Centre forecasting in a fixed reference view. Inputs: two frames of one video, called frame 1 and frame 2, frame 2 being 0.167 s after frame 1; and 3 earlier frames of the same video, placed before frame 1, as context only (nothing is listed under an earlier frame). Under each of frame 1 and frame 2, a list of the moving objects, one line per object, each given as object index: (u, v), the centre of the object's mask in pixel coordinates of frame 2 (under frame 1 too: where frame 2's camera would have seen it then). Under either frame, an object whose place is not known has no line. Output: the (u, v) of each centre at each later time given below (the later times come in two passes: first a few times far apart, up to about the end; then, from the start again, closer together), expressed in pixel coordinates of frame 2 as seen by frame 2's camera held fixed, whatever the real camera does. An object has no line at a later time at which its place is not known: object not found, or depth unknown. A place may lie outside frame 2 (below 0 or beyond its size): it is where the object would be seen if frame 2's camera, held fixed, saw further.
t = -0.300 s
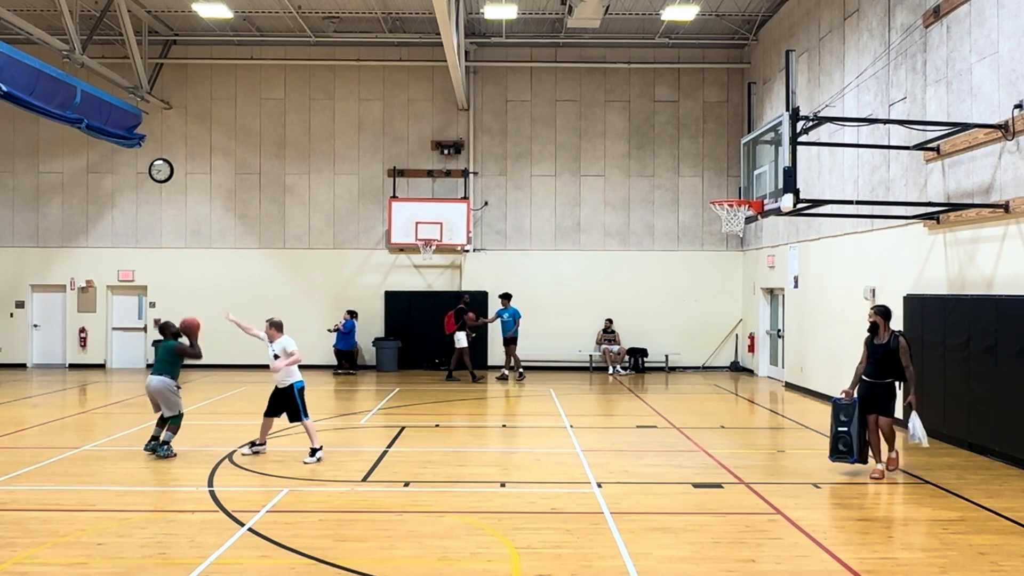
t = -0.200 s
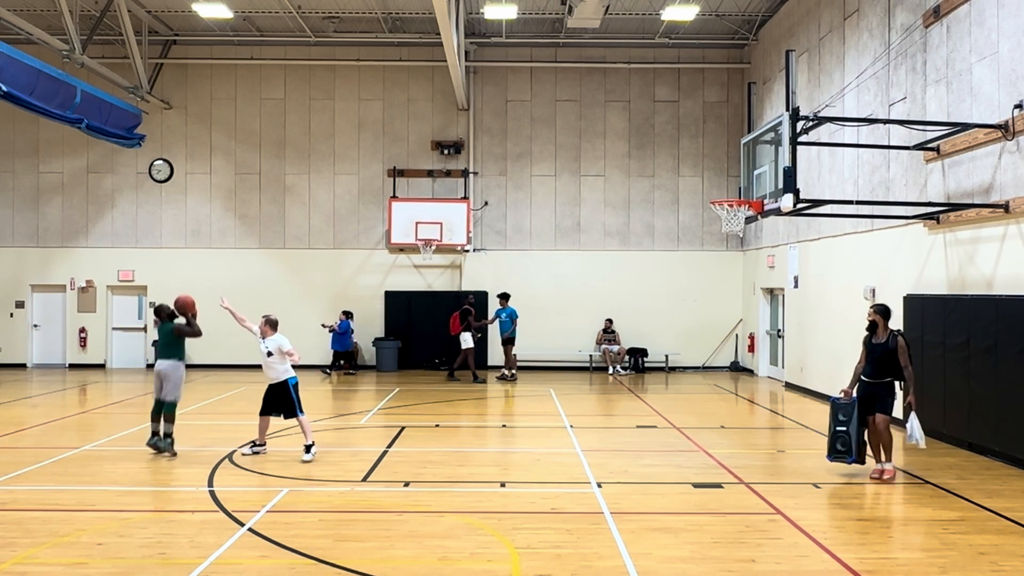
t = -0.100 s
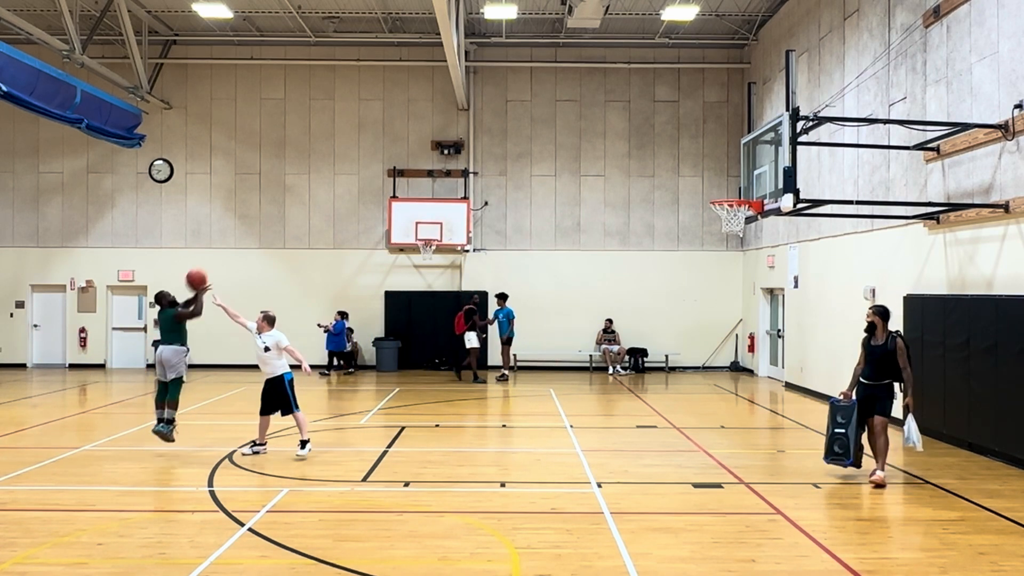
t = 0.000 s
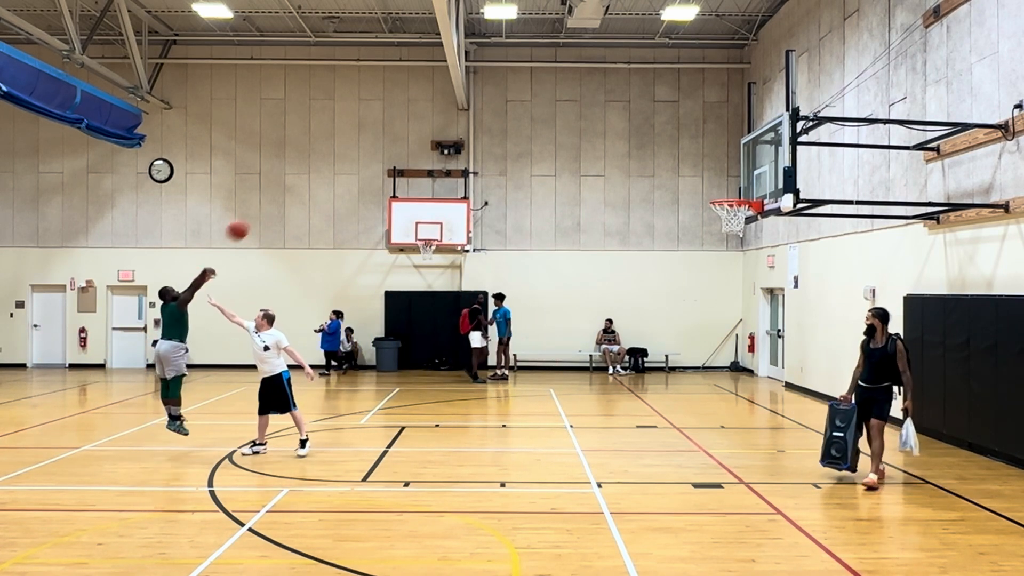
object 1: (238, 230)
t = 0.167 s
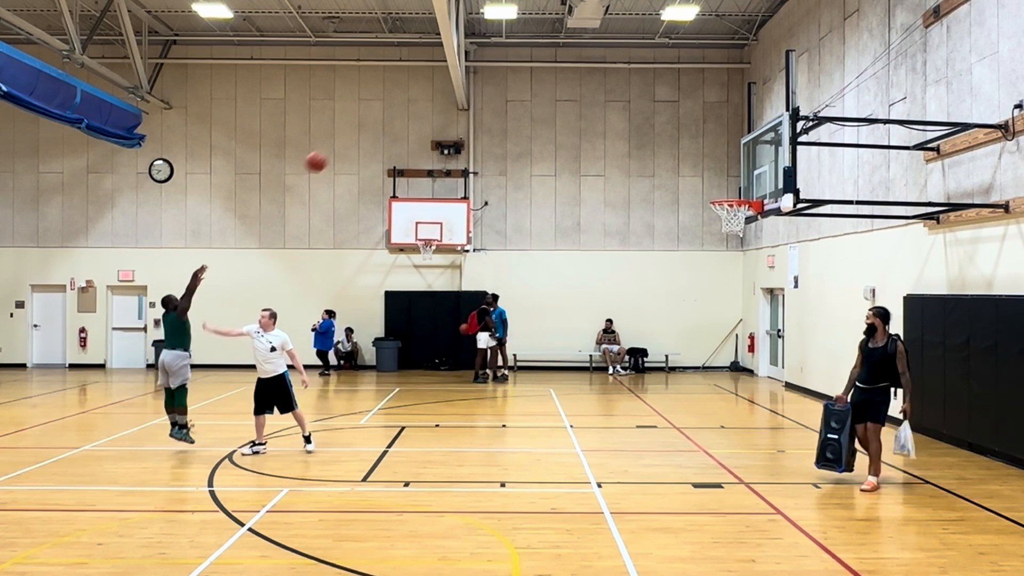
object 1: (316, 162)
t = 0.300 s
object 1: (377, 124)
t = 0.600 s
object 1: (509, 92)
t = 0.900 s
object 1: (635, 130)
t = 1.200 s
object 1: (741, 211)
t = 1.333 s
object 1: (731, 214)
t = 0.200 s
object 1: (331, 151)
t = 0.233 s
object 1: (347, 142)
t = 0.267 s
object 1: (362, 133)
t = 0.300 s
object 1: (377, 124)
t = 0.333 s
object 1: (393, 116)
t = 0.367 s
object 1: (408, 111)
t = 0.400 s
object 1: (422, 105)
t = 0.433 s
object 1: (436, 101)
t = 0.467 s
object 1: (451, 98)
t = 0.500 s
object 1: (467, 95)
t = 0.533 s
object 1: (481, 93)
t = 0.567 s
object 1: (495, 92)
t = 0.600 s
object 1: (509, 92)
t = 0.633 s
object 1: (523, 93)
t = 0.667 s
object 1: (538, 95)
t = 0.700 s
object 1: (552, 98)
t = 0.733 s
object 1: (565, 101)
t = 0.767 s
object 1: (580, 105)
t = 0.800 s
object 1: (594, 111)
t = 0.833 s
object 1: (607, 116)
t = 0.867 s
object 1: (621, 123)
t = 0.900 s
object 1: (635, 130)
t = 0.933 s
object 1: (648, 139)
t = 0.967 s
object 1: (662, 148)
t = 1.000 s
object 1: (676, 158)
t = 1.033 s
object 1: (689, 169)
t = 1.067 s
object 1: (703, 181)
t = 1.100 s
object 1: (715, 192)
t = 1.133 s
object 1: (727, 197)
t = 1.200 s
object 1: (741, 211)
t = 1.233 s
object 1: (740, 214)
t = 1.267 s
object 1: (736, 214)
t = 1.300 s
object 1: (735, 215)
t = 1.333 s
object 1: (731, 214)
